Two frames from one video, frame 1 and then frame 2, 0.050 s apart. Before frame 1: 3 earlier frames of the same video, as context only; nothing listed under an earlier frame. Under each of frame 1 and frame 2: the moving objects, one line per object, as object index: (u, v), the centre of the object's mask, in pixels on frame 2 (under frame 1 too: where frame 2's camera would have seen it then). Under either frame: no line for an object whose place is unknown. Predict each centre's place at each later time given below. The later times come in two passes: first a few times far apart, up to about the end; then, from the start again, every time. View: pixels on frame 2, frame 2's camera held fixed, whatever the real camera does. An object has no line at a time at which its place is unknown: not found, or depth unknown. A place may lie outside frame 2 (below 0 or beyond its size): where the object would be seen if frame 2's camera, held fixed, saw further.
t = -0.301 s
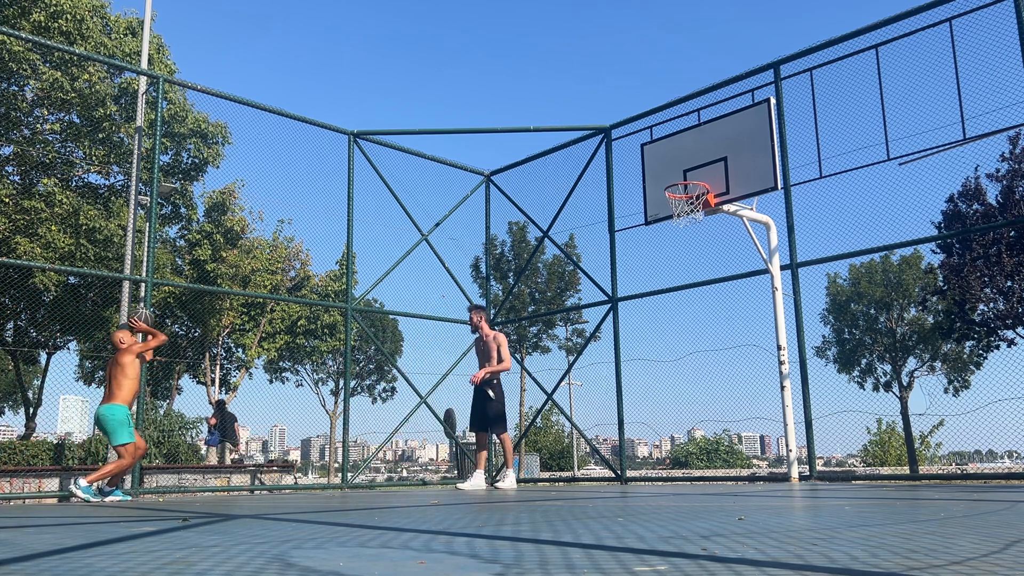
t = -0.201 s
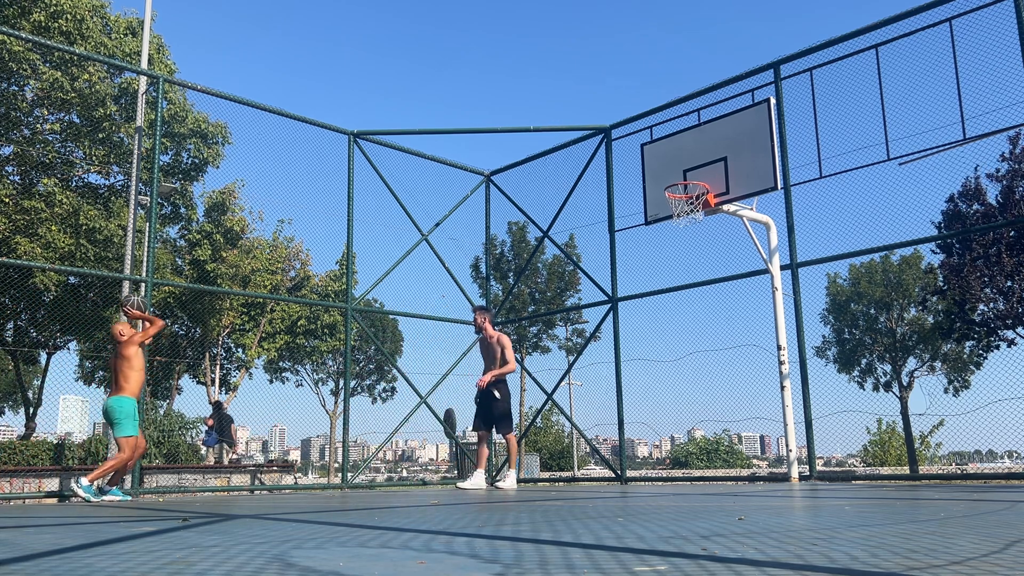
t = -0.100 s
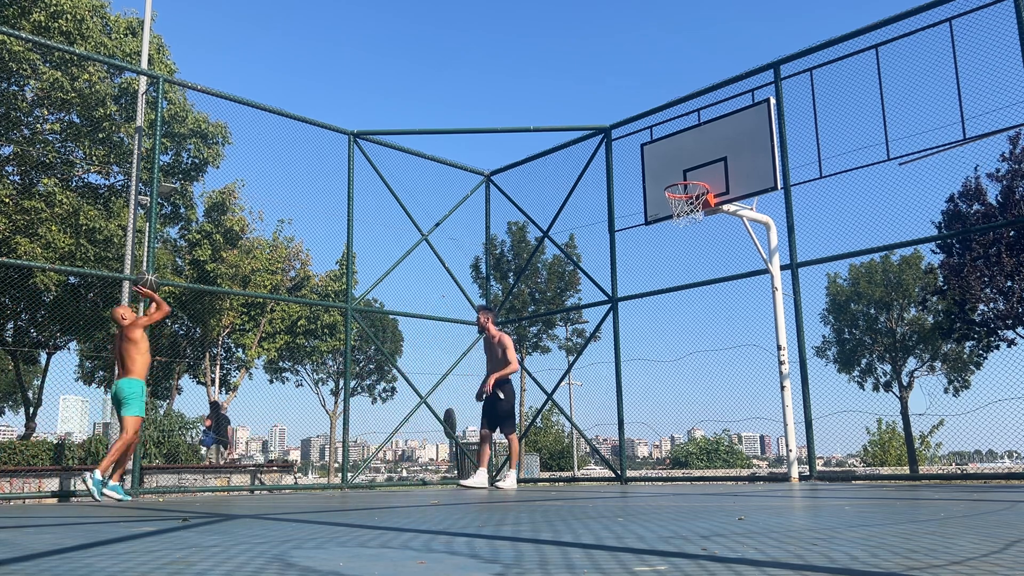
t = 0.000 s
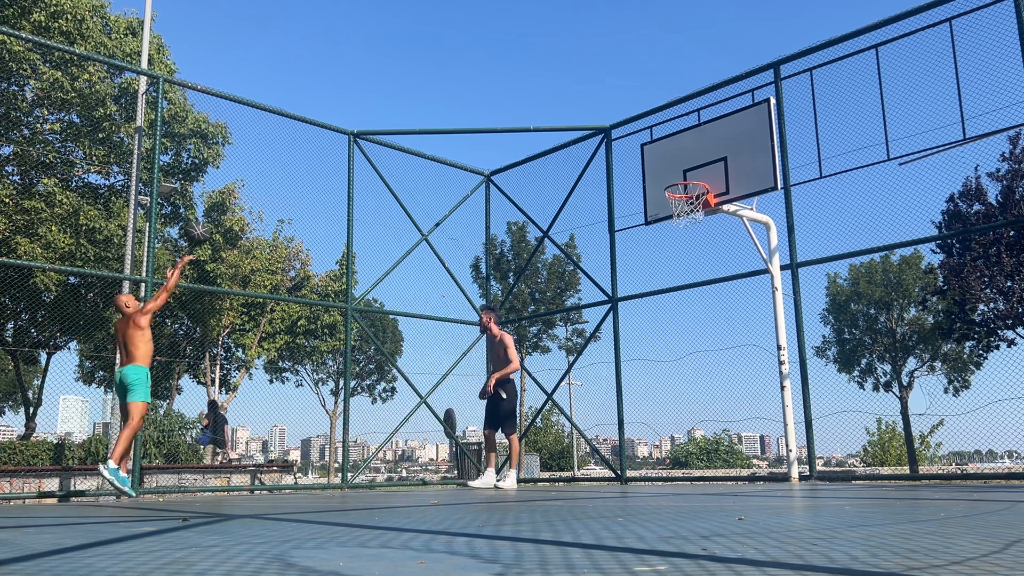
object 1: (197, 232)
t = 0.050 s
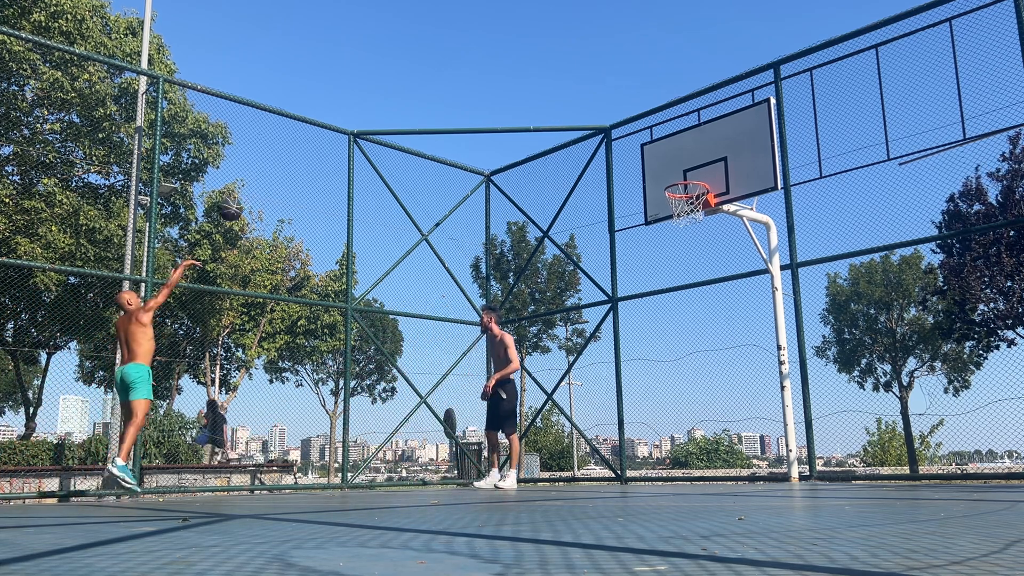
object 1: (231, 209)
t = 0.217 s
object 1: (332, 150)
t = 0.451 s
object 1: (462, 112)
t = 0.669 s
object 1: (573, 116)
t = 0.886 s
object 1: (682, 158)
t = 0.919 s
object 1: (698, 167)
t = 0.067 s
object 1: (241, 202)
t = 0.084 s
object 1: (251, 195)
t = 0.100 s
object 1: (262, 188)
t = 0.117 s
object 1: (272, 182)
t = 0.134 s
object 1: (282, 176)
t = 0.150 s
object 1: (293, 170)
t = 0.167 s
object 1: (303, 165)
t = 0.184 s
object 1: (313, 159)
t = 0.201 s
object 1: (322, 154)
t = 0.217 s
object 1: (332, 150)
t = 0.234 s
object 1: (342, 145)
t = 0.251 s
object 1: (351, 141)
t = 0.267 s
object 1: (361, 138)
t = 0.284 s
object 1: (371, 134)
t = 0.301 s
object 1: (380, 131)
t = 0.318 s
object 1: (389, 127)
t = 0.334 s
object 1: (399, 125)
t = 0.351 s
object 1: (408, 122)
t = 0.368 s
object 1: (417, 120)
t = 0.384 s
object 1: (426, 118)
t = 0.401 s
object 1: (435, 116)
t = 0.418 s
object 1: (444, 114)
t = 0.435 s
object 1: (453, 113)
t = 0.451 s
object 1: (462, 112)
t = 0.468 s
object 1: (471, 111)
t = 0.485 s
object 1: (479, 110)
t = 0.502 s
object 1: (488, 109)
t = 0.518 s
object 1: (497, 109)
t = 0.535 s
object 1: (505, 109)
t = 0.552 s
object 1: (514, 109)
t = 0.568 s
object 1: (522, 110)
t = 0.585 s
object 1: (531, 110)
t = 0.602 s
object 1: (539, 111)
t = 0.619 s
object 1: (548, 112)
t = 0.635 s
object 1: (556, 113)
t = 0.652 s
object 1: (565, 115)
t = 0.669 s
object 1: (573, 116)
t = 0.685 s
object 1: (581, 118)
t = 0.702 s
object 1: (590, 119)
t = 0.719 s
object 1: (598, 121)
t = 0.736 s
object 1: (607, 125)
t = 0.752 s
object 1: (616, 127)
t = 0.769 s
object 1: (623, 131)
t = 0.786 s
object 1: (632, 134)
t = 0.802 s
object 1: (640, 138)
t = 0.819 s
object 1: (648, 141)
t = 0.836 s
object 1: (656, 145)
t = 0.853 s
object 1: (665, 149)
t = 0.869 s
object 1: (673, 153)
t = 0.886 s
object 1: (682, 158)
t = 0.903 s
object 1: (690, 162)
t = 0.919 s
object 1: (698, 167)
